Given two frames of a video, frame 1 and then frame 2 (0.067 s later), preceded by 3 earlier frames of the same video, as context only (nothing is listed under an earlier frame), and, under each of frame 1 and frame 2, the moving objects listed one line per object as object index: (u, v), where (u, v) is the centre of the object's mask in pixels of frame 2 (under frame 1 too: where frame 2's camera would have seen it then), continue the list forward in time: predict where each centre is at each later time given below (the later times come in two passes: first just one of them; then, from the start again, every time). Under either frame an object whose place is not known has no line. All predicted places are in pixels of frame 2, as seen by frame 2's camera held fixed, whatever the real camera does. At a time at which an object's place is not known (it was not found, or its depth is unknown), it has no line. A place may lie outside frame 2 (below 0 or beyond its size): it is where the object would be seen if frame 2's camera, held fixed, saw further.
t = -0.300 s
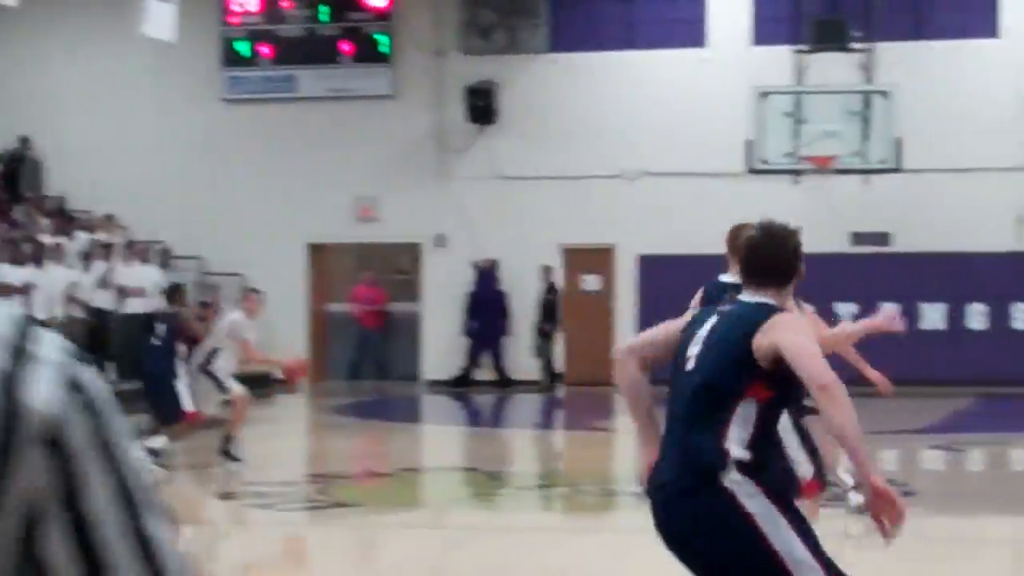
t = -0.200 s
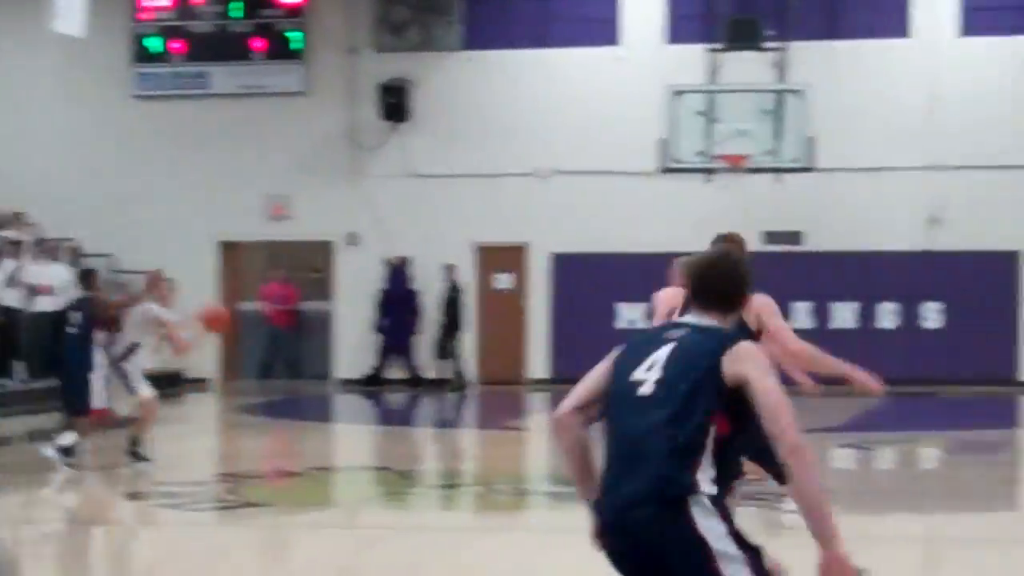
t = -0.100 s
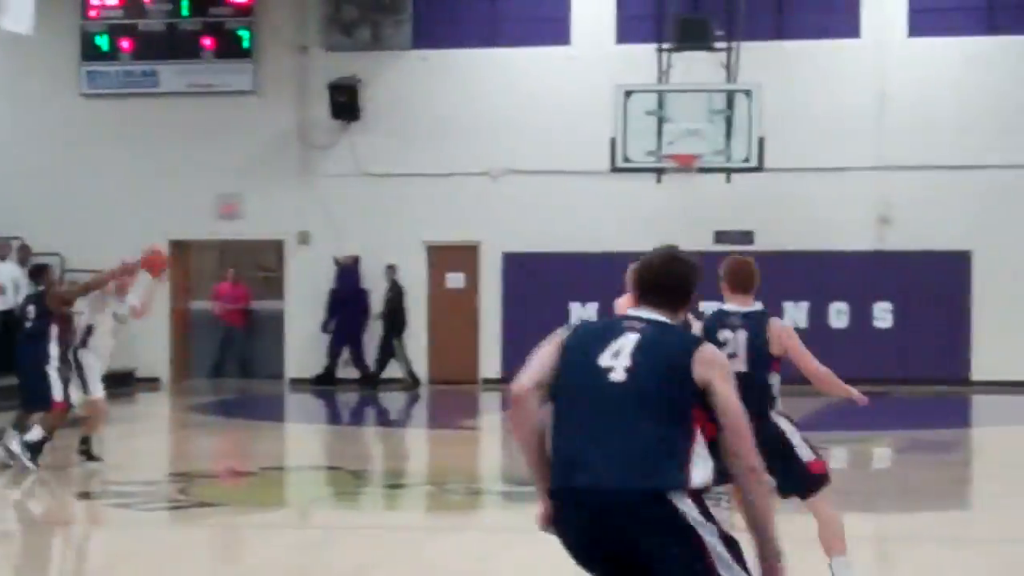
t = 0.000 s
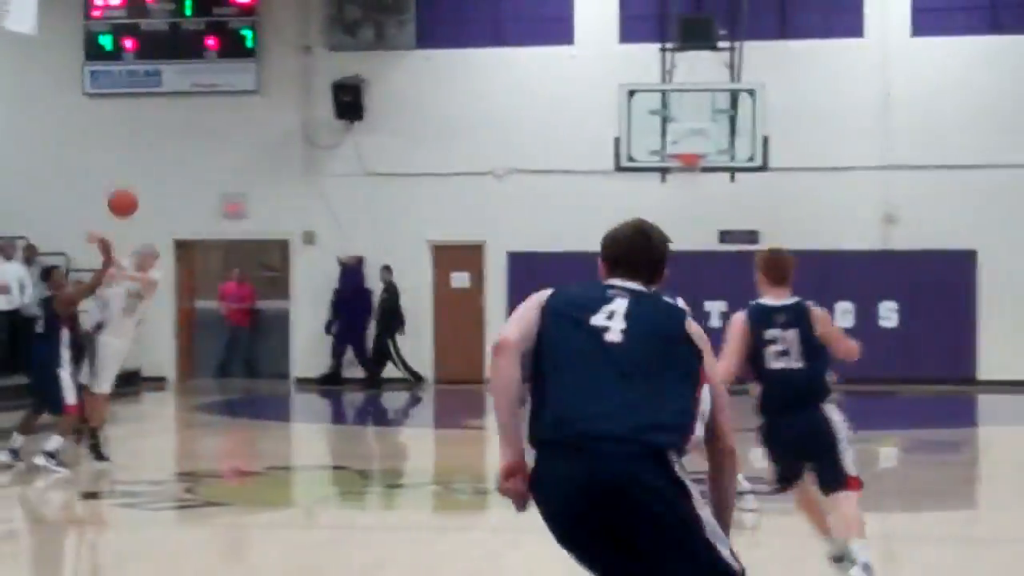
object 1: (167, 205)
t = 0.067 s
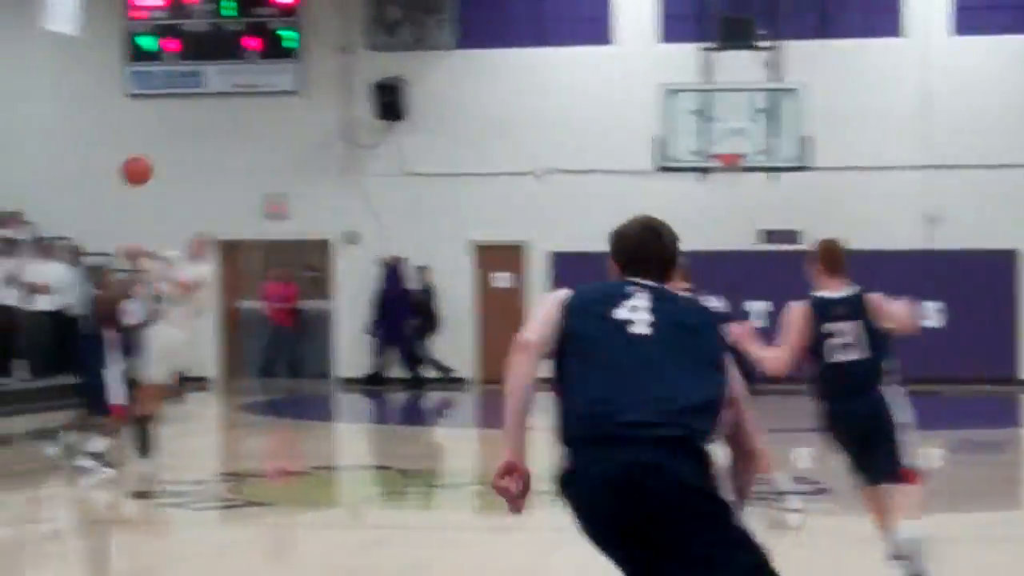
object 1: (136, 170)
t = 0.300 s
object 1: (18, 74)
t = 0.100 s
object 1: (120, 154)
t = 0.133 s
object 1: (103, 138)
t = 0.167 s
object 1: (84, 123)
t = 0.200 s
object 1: (67, 110)
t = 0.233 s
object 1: (52, 96)
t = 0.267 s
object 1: (36, 84)
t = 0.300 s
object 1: (18, 74)
